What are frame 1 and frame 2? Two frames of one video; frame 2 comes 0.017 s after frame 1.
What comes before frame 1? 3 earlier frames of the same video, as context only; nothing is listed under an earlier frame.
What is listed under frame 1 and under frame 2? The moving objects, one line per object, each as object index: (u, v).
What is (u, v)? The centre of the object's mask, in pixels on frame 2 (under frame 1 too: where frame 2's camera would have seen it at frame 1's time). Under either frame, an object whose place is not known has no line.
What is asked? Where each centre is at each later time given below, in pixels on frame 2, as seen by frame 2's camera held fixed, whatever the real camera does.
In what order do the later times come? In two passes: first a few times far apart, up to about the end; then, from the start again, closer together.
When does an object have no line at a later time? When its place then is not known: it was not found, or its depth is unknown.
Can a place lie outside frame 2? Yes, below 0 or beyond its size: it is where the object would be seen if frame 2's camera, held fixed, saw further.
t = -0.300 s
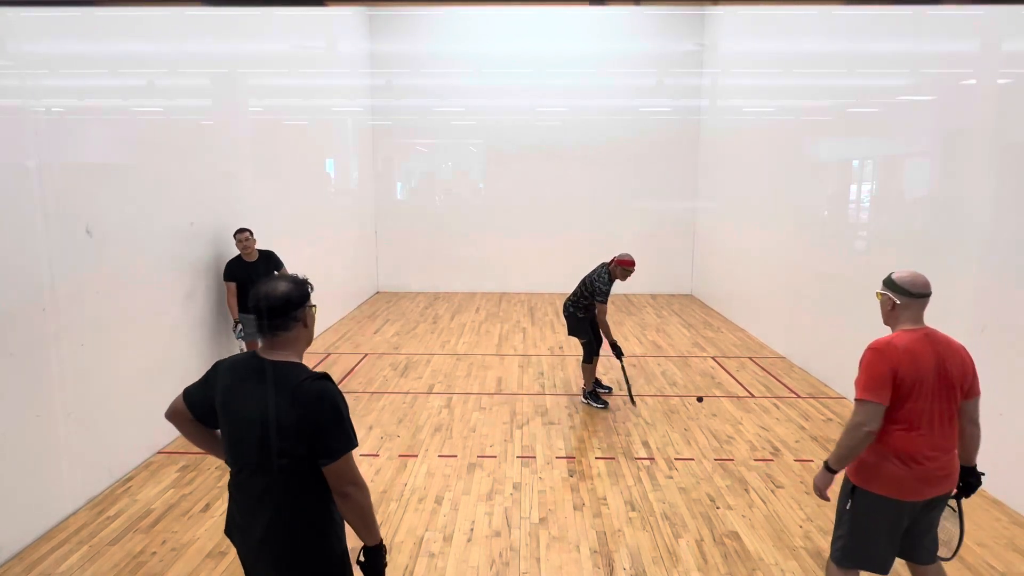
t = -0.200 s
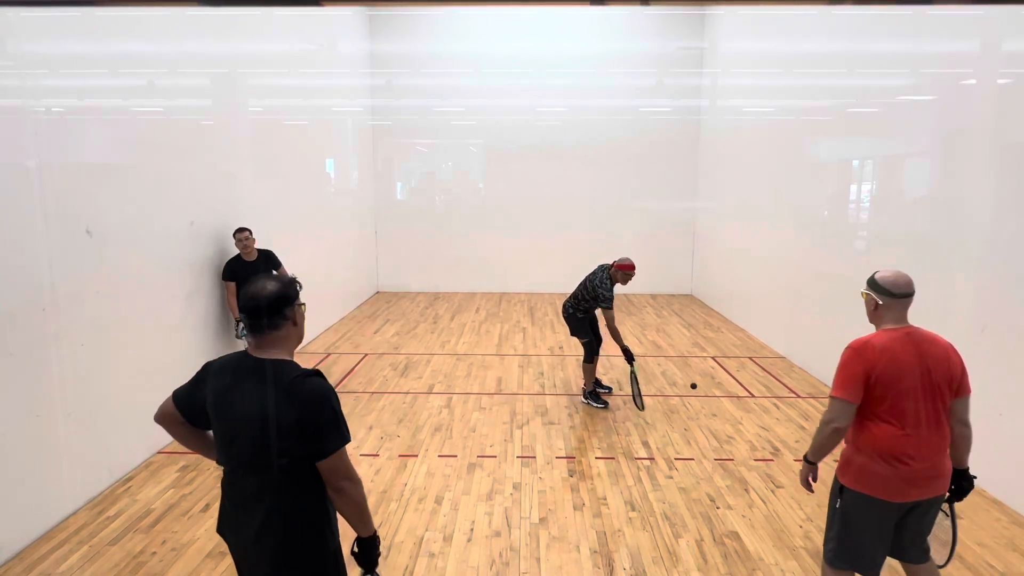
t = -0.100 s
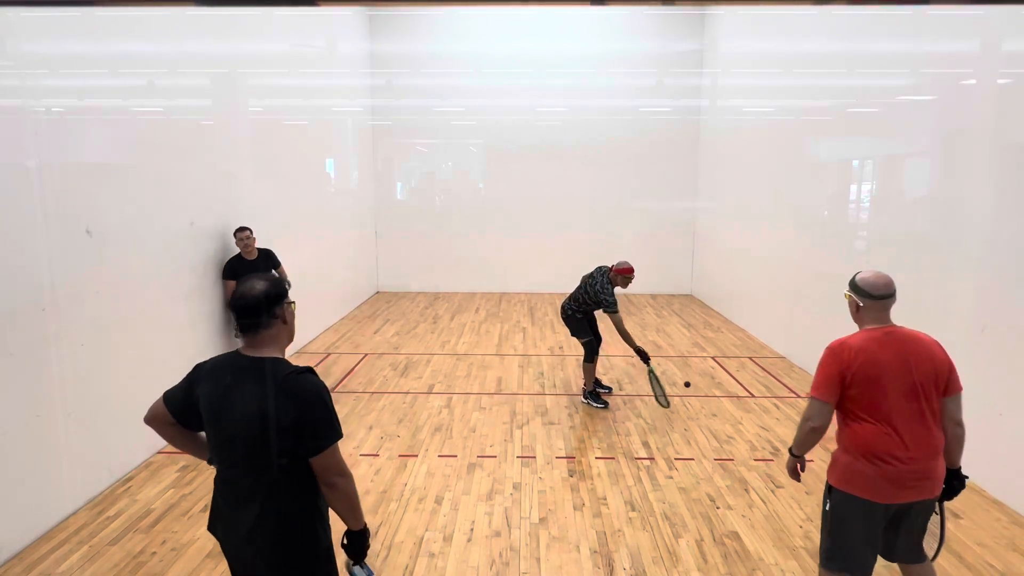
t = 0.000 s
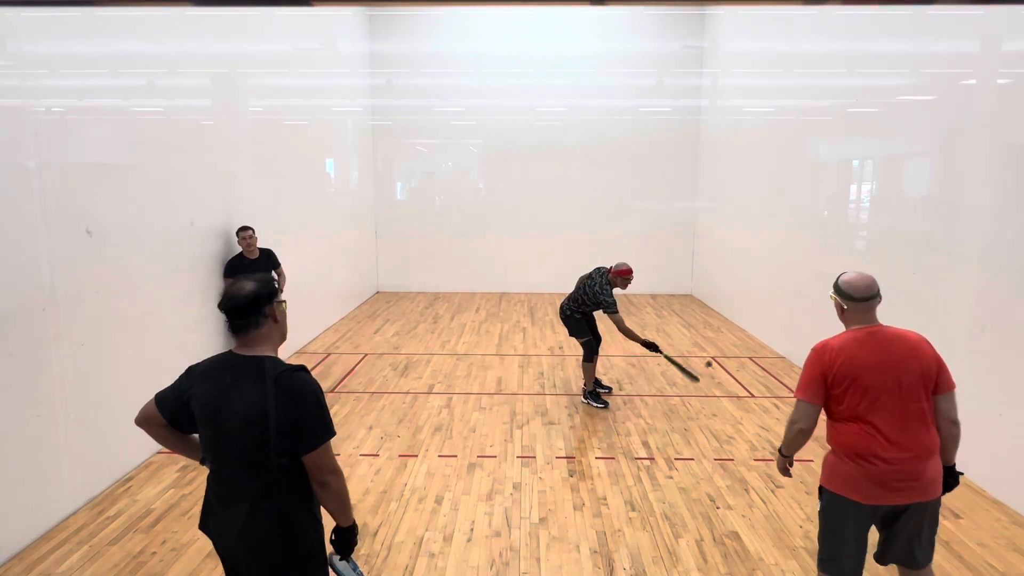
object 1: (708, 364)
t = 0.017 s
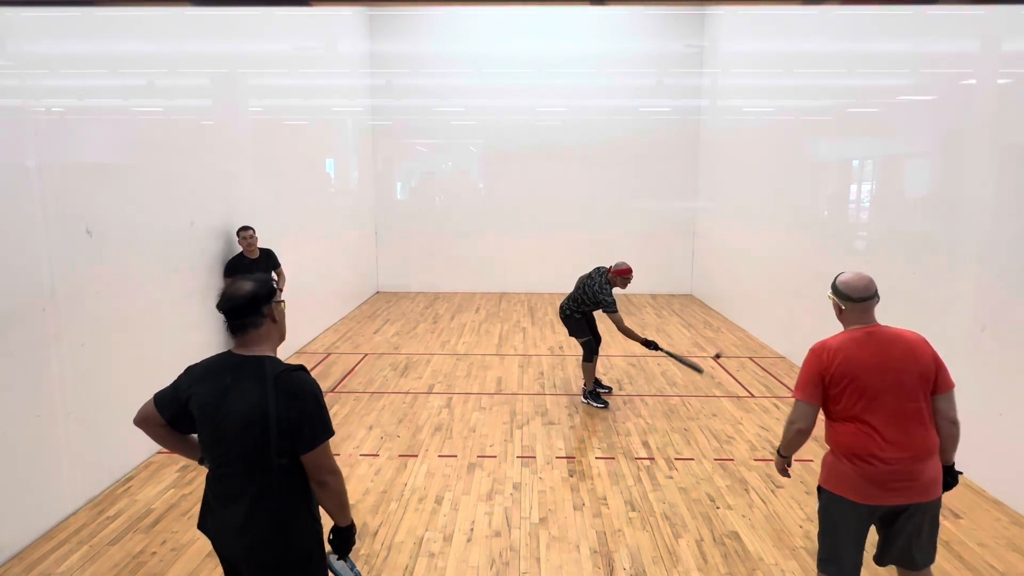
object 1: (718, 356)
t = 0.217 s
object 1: (819, 286)
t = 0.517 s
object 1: (818, 269)
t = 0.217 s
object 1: (819, 286)
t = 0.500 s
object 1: (825, 267)
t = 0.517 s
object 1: (818, 269)
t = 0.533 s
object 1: (810, 271)
